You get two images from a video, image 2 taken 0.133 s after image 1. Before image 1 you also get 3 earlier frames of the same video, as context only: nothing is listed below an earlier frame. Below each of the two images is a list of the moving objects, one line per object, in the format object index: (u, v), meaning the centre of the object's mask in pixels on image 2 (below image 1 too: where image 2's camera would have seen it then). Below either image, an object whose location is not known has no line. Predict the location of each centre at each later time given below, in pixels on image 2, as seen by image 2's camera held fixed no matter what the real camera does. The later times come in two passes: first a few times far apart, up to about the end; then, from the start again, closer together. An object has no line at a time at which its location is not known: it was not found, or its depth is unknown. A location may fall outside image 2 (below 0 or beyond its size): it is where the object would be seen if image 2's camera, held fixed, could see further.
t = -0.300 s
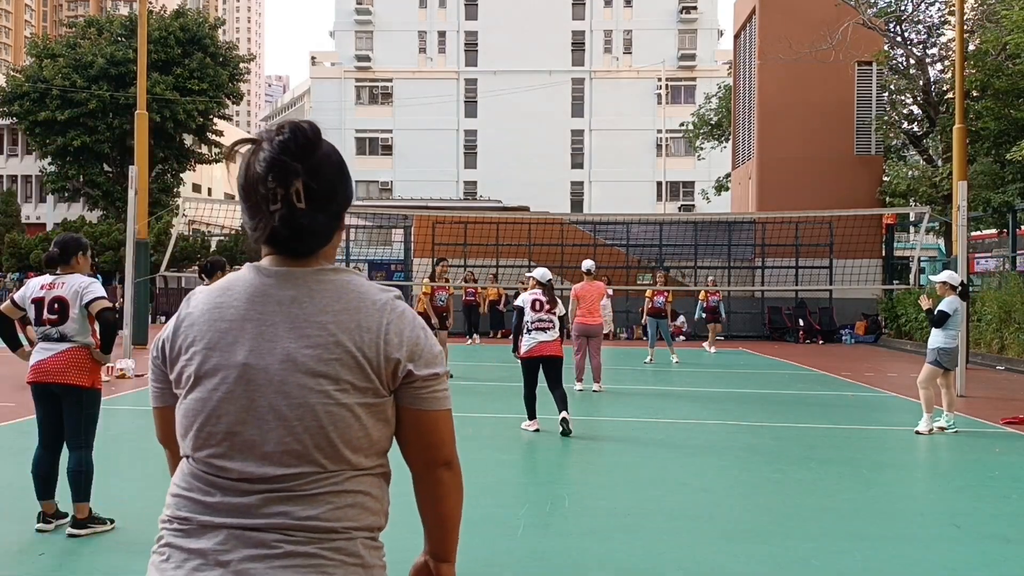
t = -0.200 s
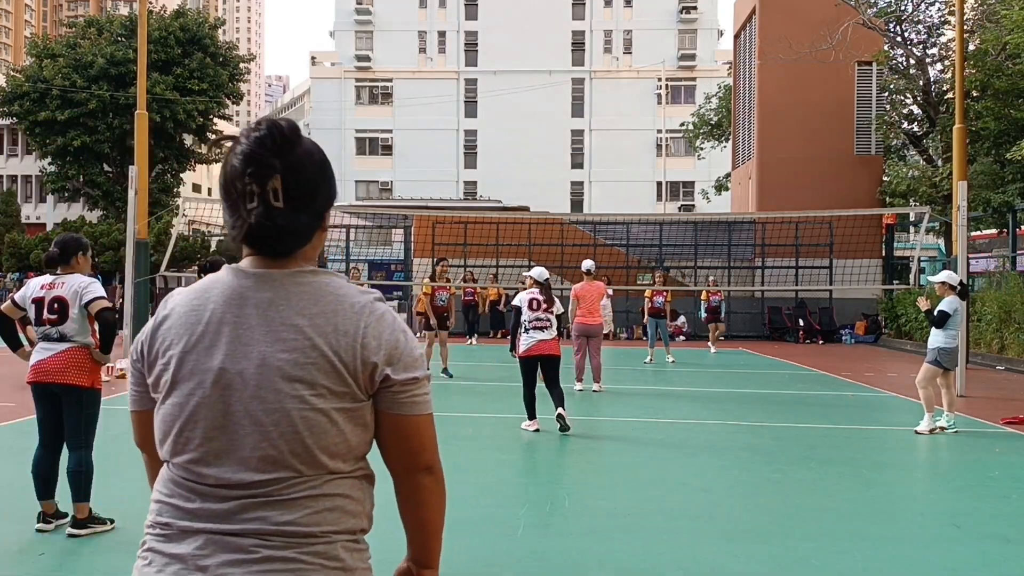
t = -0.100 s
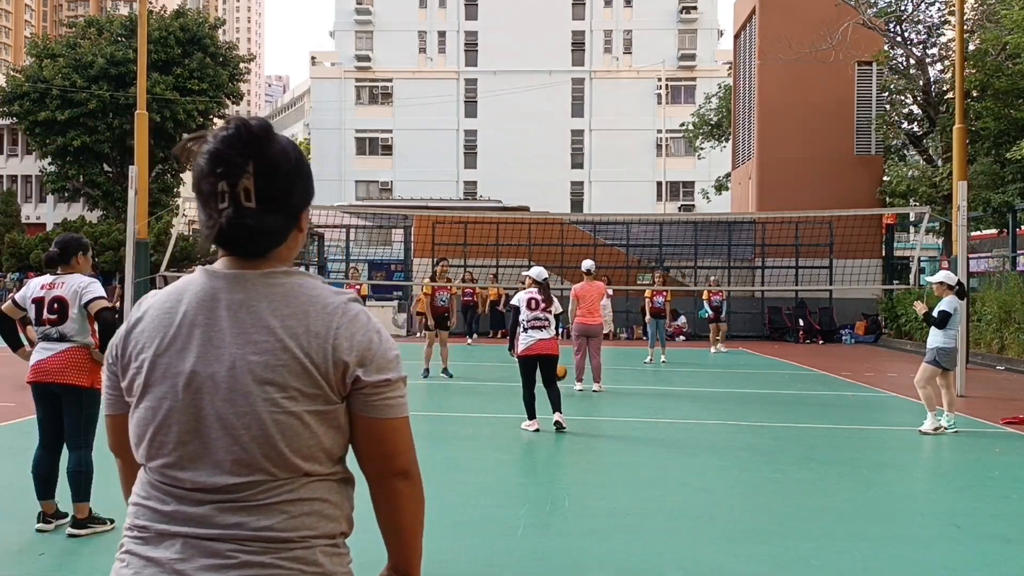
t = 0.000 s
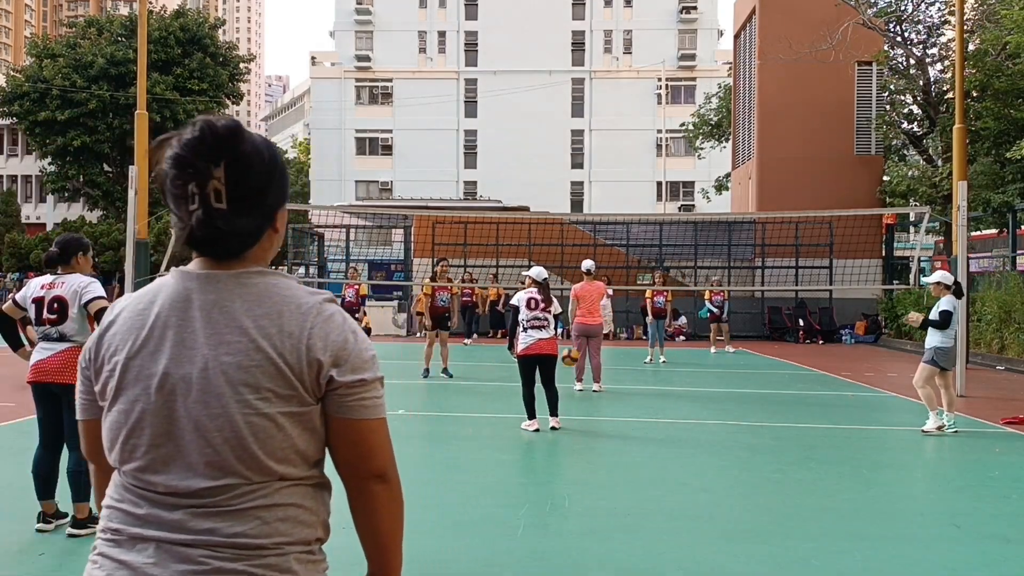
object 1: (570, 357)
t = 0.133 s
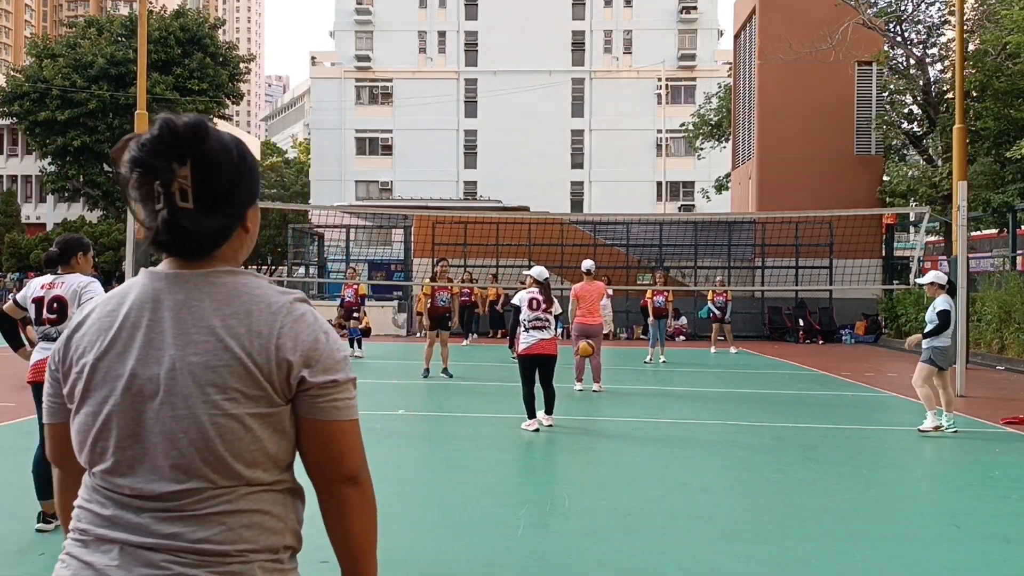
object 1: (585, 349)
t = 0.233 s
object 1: (598, 352)
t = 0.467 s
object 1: (628, 397)
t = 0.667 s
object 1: (655, 368)
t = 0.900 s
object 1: (688, 378)
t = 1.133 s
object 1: (721, 394)
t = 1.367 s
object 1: (755, 387)
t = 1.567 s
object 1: (785, 423)
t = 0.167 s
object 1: (590, 349)
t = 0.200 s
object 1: (594, 350)
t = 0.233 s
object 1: (598, 352)
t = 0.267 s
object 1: (603, 355)
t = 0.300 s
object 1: (607, 359)
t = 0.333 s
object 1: (611, 365)
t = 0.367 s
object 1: (615, 371)
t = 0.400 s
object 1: (620, 378)
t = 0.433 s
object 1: (623, 387)
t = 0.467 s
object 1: (628, 397)
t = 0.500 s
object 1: (632, 392)
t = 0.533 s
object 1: (637, 385)
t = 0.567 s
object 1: (641, 380)
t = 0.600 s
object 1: (646, 375)
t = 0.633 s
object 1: (651, 371)
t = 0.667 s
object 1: (655, 368)
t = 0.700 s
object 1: (660, 367)
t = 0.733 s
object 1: (664, 366)
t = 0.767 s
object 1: (669, 366)
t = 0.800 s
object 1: (674, 367)
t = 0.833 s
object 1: (678, 370)
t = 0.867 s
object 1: (683, 373)
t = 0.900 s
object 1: (688, 378)
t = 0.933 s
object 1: (693, 384)
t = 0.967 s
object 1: (697, 391)
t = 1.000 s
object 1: (702, 399)
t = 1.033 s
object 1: (707, 409)
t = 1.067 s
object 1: (712, 405)
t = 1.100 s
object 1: (717, 399)
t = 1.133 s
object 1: (721, 394)
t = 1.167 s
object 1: (726, 390)
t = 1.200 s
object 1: (731, 386)
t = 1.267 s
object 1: (740, 383)
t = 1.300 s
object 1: (745, 383)
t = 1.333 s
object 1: (750, 384)
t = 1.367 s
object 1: (755, 387)
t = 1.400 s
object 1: (760, 390)
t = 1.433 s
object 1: (765, 395)
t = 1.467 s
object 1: (770, 402)
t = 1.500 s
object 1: (775, 409)
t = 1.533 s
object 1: (780, 418)
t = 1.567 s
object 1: (785, 423)
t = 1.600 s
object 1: (791, 416)
